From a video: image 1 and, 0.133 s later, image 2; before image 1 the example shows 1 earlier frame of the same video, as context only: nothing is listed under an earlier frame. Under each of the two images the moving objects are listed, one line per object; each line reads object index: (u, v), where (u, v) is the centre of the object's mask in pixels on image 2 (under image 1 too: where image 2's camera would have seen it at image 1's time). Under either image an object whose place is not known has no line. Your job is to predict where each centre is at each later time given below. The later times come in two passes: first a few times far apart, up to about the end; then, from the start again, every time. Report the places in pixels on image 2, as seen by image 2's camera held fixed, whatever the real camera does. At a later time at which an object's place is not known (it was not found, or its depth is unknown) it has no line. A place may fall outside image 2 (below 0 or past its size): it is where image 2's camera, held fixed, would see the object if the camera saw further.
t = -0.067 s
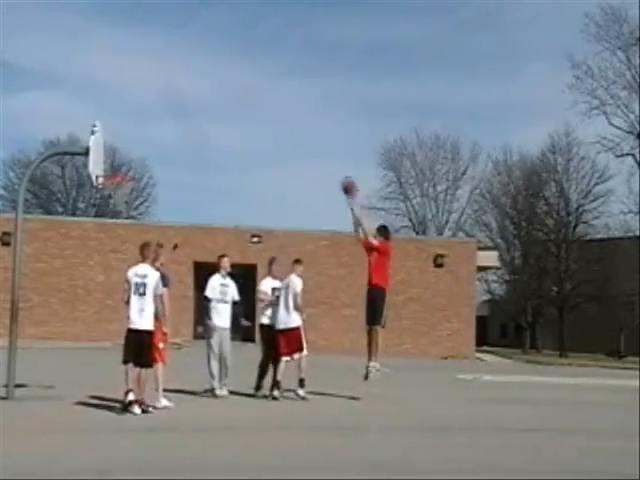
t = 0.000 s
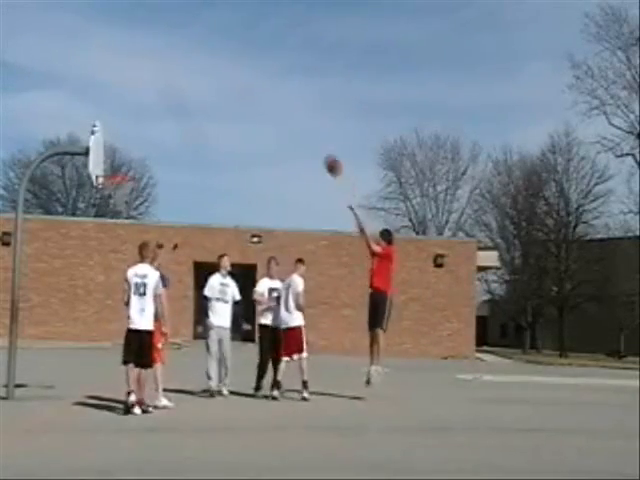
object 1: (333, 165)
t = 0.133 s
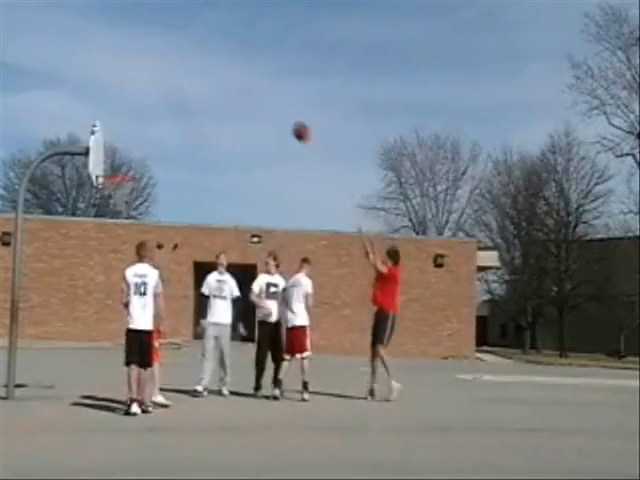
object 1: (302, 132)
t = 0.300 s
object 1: (260, 108)
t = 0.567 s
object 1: (193, 114)
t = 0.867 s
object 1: (121, 179)
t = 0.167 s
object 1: (293, 125)
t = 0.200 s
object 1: (285, 120)
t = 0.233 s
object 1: (277, 115)
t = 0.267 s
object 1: (269, 111)
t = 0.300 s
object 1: (260, 108)
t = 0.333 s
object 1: (252, 106)
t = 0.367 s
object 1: (244, 104)
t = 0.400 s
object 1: (236, 104)
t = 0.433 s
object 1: (227, 104)
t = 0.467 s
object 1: (219, 105)
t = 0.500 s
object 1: (210, 107)
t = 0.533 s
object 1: (202, 111)
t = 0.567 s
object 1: (193, 114)
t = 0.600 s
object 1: (185, 118)
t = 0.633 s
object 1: (176, 124)
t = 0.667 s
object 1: (167, 131)
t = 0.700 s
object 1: (159, 138)
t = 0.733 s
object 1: (150, 146)
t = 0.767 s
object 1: (142, 152)
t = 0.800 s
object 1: (134, 164)
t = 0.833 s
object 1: (123, 175)
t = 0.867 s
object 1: (121, 179)
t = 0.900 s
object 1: (114, 182)
